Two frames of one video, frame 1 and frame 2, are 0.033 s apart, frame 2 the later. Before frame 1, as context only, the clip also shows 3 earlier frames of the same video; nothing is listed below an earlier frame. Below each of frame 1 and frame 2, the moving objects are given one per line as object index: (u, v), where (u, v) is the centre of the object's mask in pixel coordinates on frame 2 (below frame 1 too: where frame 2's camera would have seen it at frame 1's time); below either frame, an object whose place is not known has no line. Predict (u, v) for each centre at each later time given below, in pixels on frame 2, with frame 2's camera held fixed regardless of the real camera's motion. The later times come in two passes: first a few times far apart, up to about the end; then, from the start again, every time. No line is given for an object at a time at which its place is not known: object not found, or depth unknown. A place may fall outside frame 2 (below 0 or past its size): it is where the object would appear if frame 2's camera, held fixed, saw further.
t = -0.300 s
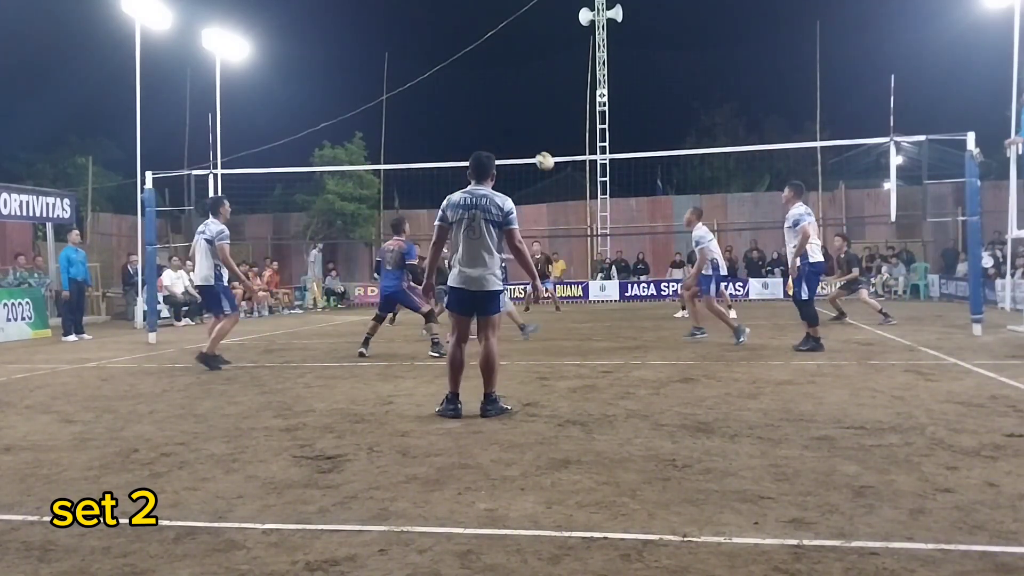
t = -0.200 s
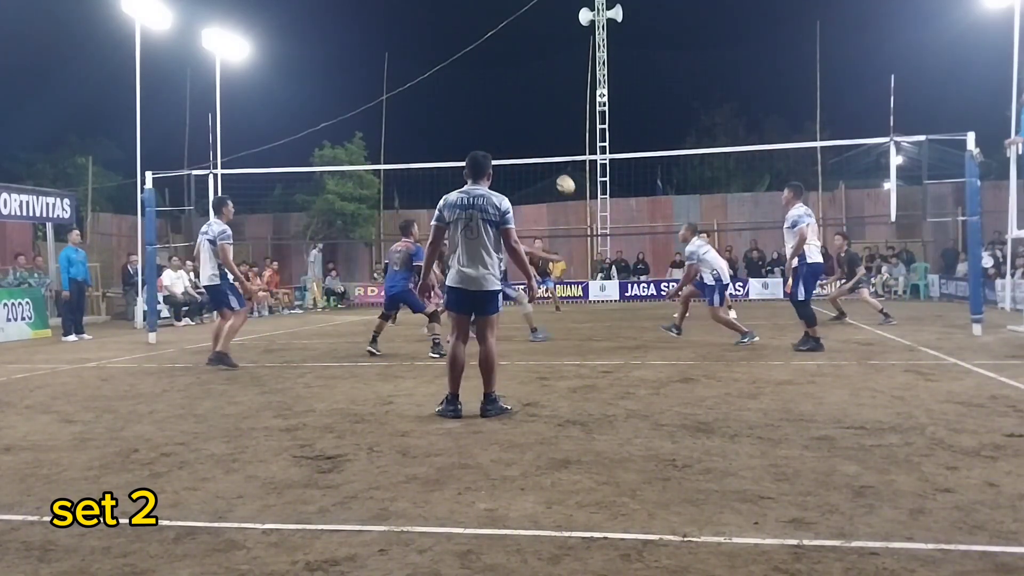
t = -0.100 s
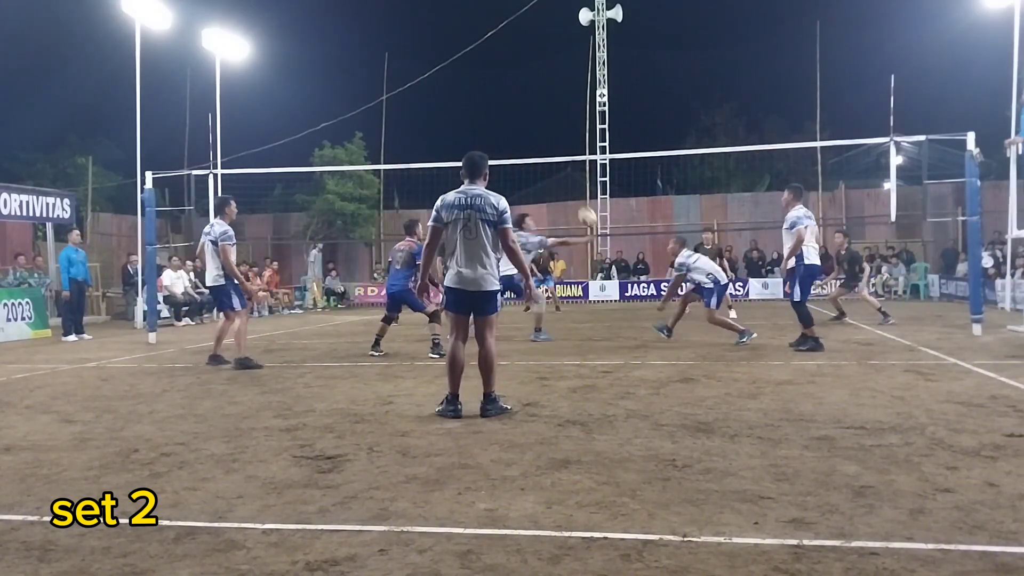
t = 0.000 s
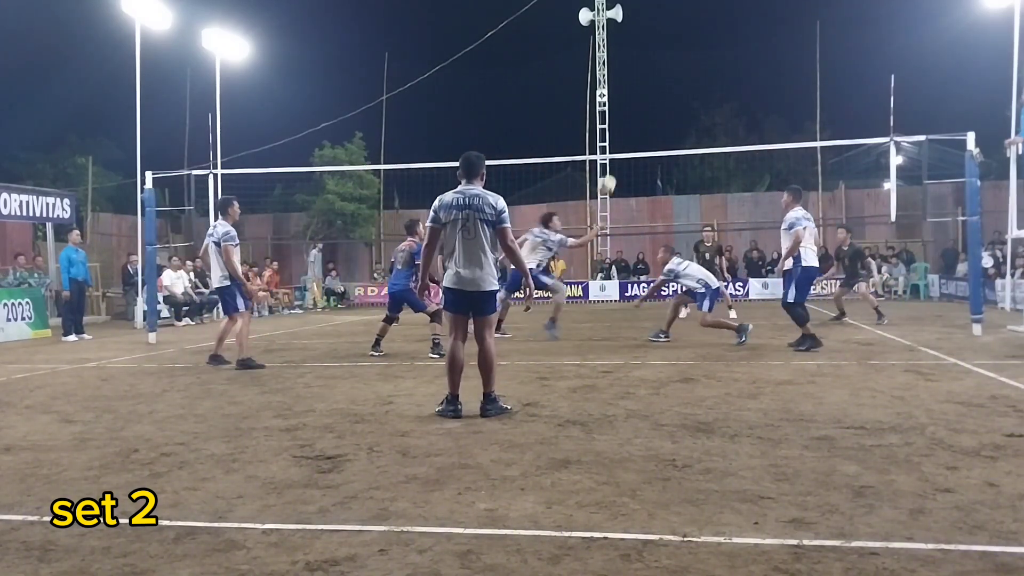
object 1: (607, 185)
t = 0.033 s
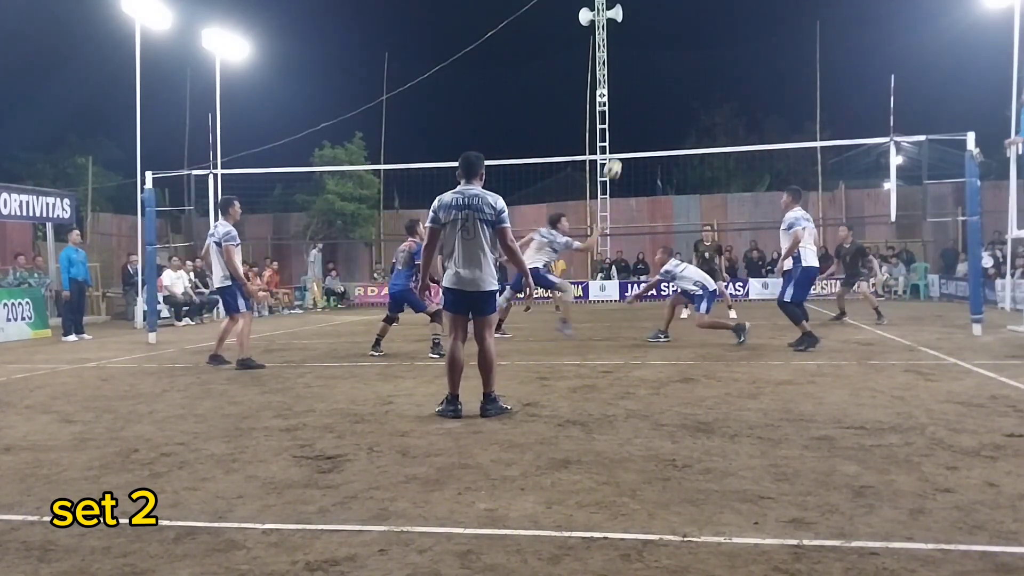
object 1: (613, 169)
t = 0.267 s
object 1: (655, 84)
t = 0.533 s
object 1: (703, 37)
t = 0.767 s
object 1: (747, 41)
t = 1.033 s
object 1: (797, 98)
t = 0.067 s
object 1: (618, 155)
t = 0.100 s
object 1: (624, 141)
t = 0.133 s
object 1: (631, 128)
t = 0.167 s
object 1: (637, 116)
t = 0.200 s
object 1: (643, 104)
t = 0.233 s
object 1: (649, 94)
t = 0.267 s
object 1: (655, 84)
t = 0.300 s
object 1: (661, 75)
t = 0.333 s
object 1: (667, 67)
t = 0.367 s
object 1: (673, 60)
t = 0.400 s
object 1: (679, 54)
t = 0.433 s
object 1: (685, 48)
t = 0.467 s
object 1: (691, 44)
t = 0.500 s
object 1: (697, 40)
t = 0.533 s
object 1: (703, 37)
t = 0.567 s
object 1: (709, 35)
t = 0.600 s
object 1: (716, 34)
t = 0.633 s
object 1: (722, 34)
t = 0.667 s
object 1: (728, 34)
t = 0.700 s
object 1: (734, 36)
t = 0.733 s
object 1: (740, 38)
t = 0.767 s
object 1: (747, 41)
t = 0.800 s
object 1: (753, 45)
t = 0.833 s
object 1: (759, 50)
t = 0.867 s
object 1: (765, 56)
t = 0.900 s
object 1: (772, 62)
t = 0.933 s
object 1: (778, 70)
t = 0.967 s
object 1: (784, 78)
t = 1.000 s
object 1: (790, 88)
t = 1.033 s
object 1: (797, 98)
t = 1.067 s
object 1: (803, 109)
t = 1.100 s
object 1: (810, 121)
